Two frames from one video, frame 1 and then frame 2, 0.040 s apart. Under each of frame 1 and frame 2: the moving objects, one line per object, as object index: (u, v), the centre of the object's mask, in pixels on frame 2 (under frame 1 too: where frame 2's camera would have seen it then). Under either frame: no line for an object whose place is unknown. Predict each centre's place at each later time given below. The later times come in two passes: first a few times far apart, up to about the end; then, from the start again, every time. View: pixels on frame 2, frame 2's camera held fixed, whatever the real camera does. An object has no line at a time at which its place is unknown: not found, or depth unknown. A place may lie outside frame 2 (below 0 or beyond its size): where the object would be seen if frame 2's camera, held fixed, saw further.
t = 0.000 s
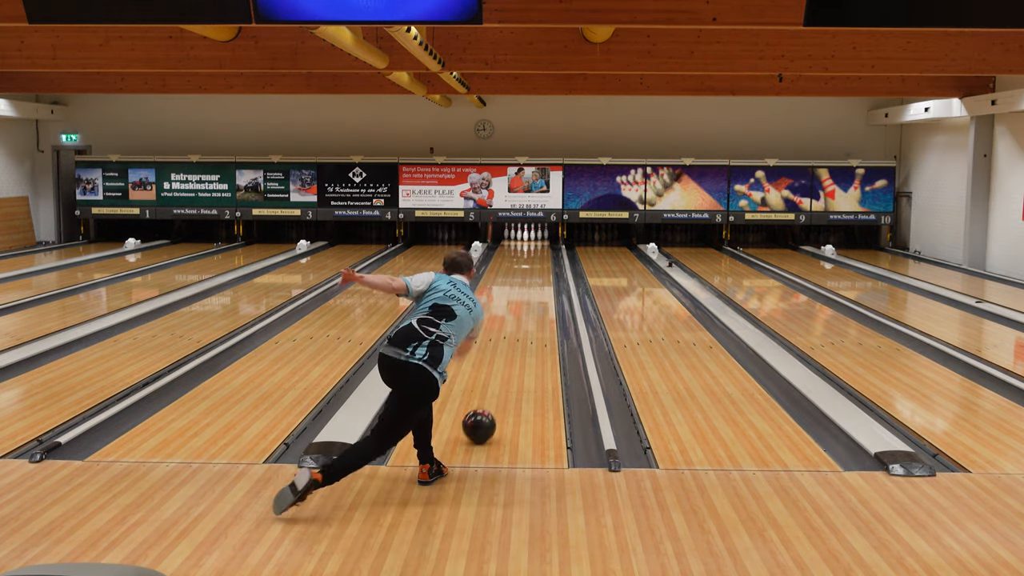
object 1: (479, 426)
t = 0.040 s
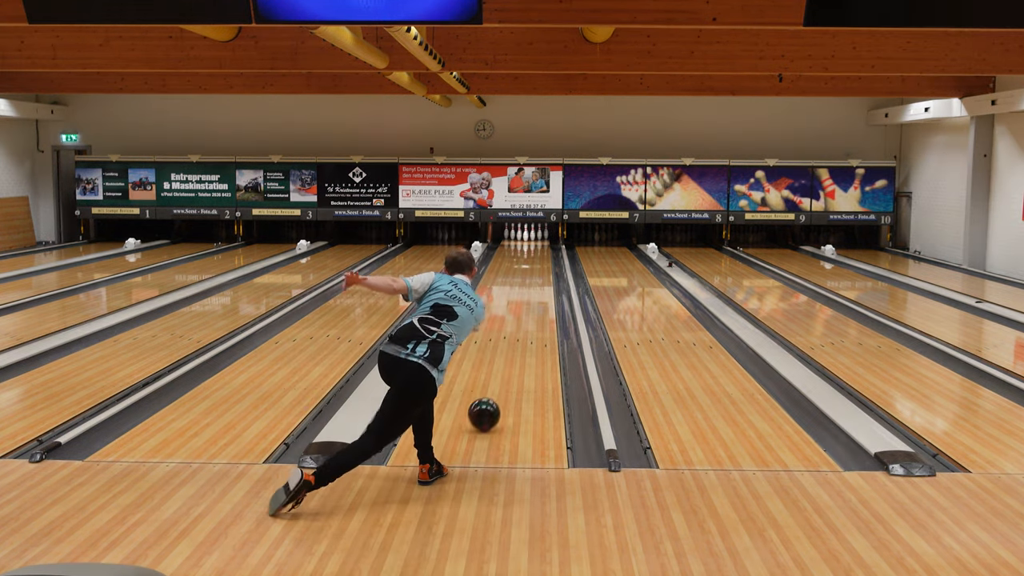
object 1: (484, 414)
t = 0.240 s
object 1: (503, 371)
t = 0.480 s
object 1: (519, 335)
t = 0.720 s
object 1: (529, 309)
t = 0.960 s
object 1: (536, 290)
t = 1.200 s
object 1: (540, 276)
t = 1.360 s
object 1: (542, 268)
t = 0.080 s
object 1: (488, 404)
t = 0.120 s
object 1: (493, 395)
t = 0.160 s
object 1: (496, 386)
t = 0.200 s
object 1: (500, 378)
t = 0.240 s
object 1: (503, 371)
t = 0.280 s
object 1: (506, 364)
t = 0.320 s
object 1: (509, 357)
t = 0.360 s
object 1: (512, 351)
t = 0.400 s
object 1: (514, 345)
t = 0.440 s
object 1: (516, 340)
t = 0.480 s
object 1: (519, 335)
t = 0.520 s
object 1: (521, 330)
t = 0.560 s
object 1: (522, 325)
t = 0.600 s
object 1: (524, 321)
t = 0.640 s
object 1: (526, 317)
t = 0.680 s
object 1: (527, 313)
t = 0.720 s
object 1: (529, 309)
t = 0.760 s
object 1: (530, 306)
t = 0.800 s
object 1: (531, 302)
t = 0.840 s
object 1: (533, 299)
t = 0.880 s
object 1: (534, 296)
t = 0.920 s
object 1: (535, 293)
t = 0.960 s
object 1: (536, 290)
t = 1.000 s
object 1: (536, 288)
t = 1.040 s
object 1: (537, 285)
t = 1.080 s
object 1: (538, 283)
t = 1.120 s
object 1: (539, 281)
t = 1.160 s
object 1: (539, 278)
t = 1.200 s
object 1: (540, 276)
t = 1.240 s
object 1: (541, 274)
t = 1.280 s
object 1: (541, 272)
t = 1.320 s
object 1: (541, 270)
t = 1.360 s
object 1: (542, 268)
